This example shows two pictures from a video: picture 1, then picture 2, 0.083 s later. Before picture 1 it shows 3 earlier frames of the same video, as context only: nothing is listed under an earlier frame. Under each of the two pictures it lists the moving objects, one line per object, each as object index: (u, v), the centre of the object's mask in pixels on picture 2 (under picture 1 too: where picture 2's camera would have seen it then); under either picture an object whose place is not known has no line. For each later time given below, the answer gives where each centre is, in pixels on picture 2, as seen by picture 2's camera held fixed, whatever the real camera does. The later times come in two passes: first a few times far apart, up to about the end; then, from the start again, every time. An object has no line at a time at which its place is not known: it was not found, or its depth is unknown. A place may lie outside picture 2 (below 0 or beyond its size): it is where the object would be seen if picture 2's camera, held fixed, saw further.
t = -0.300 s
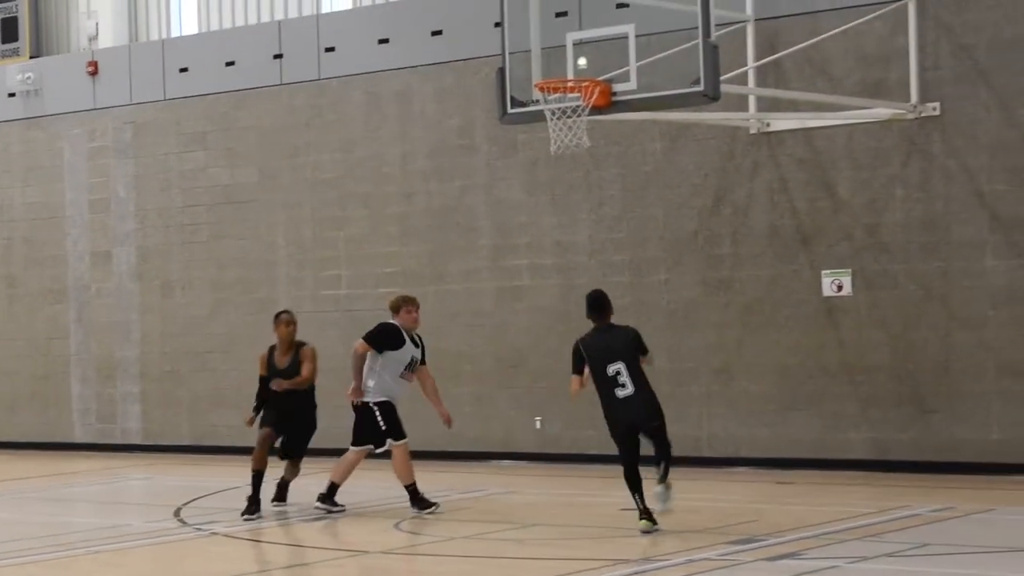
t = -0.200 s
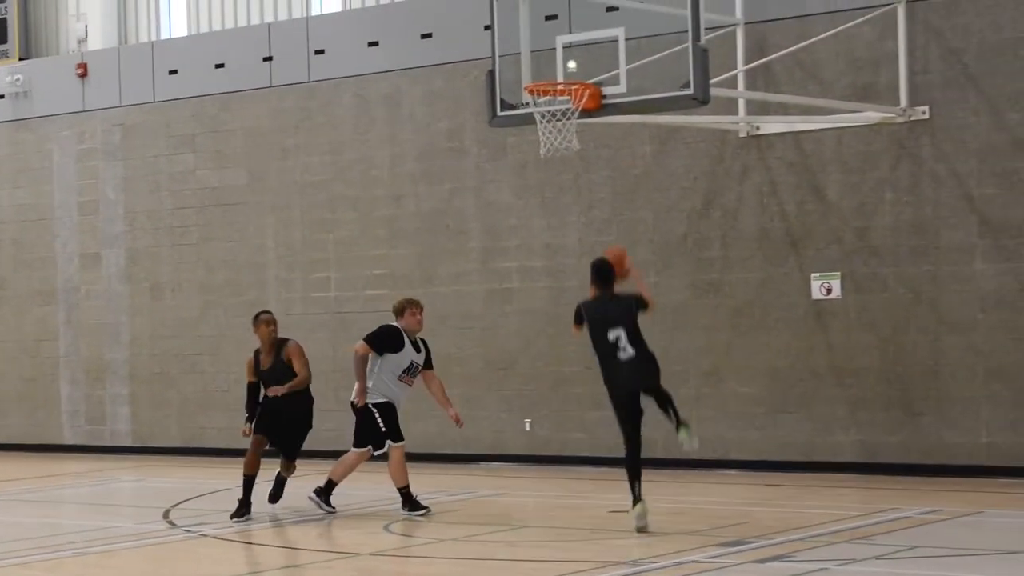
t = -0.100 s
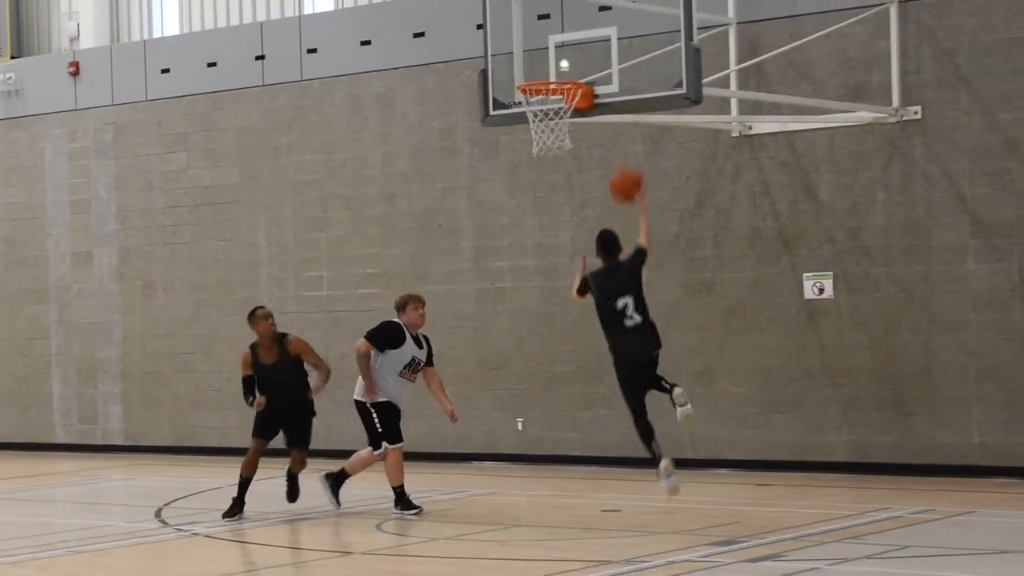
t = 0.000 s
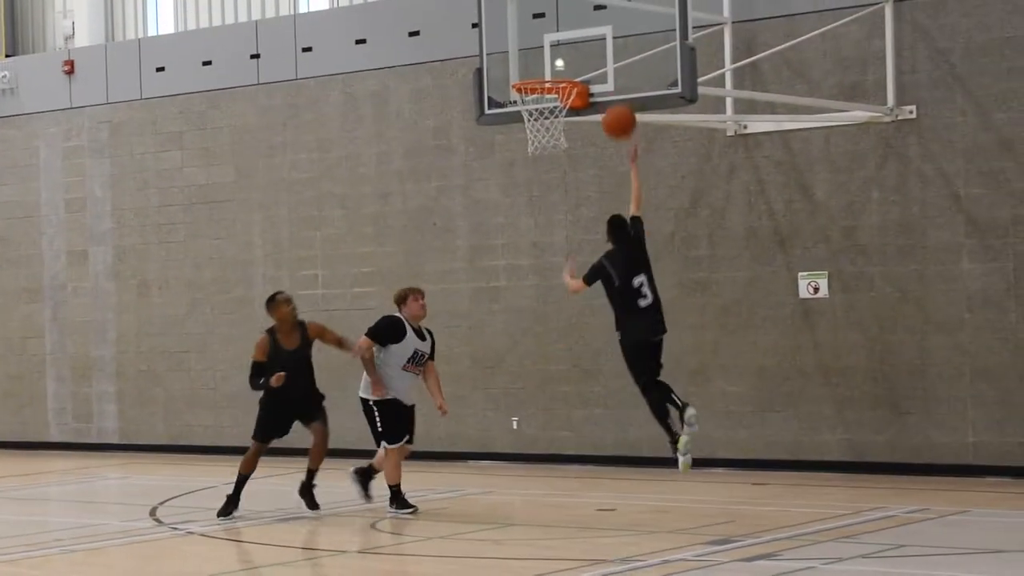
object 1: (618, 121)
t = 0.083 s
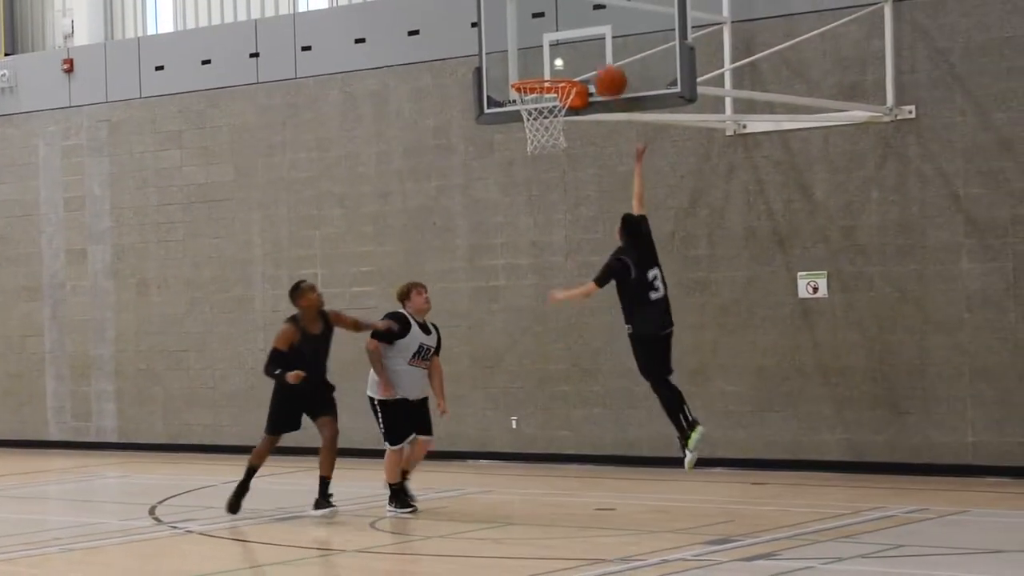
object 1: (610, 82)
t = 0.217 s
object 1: (593, 40)
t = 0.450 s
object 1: (553, 32)
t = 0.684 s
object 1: (542, 74)
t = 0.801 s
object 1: (567, 105)
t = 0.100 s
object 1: (609, 74)
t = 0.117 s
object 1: (607, 68)
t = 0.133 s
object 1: (606, 62)
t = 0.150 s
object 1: (604, 56)
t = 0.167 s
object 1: (603, 52)
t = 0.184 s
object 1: (600, 48)
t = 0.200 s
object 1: (596, 44)
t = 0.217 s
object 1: (593, 40)
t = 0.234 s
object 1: (591, 37)
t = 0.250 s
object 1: (588, 34)
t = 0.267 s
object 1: (585, 32)
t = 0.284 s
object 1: (582, 30)
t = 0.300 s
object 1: (579, 29)
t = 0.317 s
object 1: (576, 28)
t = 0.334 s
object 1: (573, 27)
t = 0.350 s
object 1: (570, 27)
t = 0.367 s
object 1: (568, 27)
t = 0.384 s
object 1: (565, 27)
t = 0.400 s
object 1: (562, 28)
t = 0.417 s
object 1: (559, 28)
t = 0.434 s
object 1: (556, 30)
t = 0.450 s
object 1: (553, 32)
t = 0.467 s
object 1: (551, 34)
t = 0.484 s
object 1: (548, 37)
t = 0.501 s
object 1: (545, 40)
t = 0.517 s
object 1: (542, 44)
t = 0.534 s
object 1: (539, 47)
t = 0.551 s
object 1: (537, 52)
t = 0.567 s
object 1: (534, 56)
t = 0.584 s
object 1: (531, 61)
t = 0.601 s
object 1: (528, 65)
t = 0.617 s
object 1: (526, 70)
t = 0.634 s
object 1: (526, 72)
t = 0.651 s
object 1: (531, 72)
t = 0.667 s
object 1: (536, 73)
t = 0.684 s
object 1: (542, 74)
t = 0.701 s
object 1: (549, 74)
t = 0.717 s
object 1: (555, 77)
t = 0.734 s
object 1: (552, 96)
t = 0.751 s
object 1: (560, 99)
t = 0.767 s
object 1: (565, 98)
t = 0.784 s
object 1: (567, 102)
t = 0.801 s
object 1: (567, 105)
